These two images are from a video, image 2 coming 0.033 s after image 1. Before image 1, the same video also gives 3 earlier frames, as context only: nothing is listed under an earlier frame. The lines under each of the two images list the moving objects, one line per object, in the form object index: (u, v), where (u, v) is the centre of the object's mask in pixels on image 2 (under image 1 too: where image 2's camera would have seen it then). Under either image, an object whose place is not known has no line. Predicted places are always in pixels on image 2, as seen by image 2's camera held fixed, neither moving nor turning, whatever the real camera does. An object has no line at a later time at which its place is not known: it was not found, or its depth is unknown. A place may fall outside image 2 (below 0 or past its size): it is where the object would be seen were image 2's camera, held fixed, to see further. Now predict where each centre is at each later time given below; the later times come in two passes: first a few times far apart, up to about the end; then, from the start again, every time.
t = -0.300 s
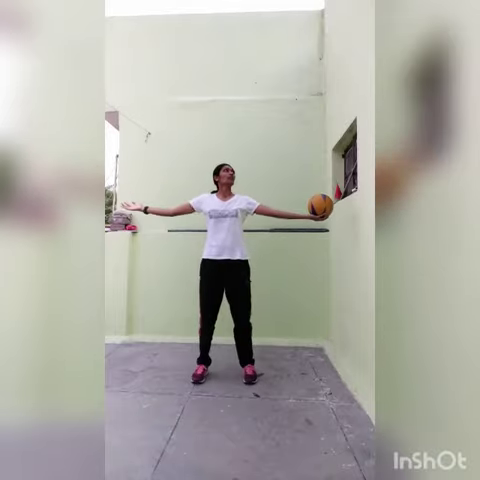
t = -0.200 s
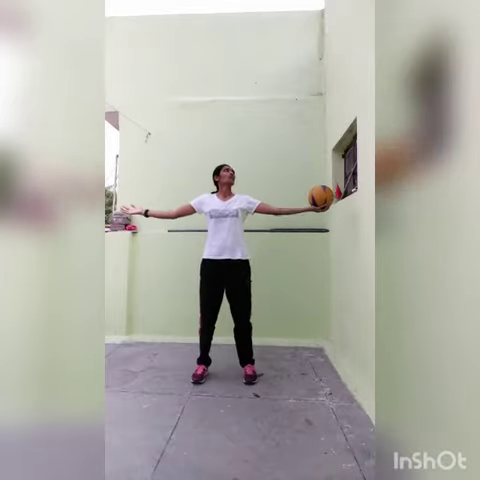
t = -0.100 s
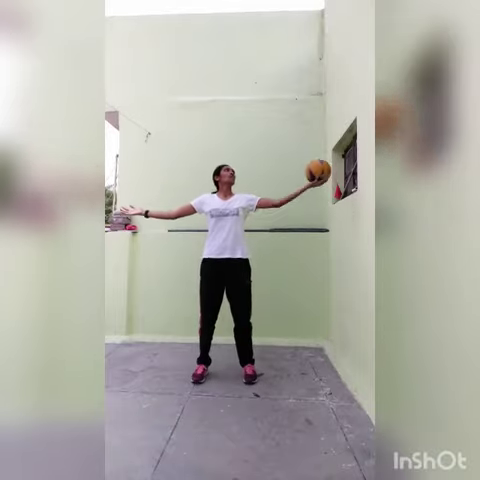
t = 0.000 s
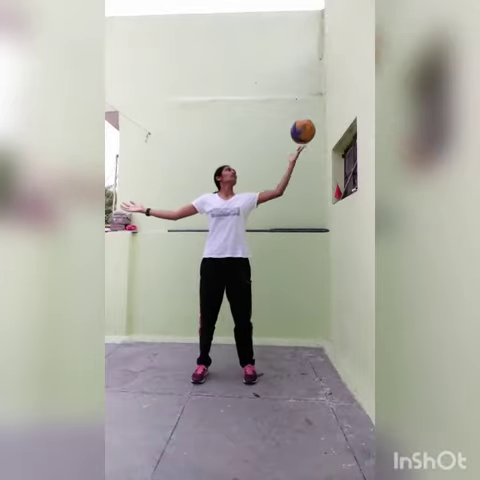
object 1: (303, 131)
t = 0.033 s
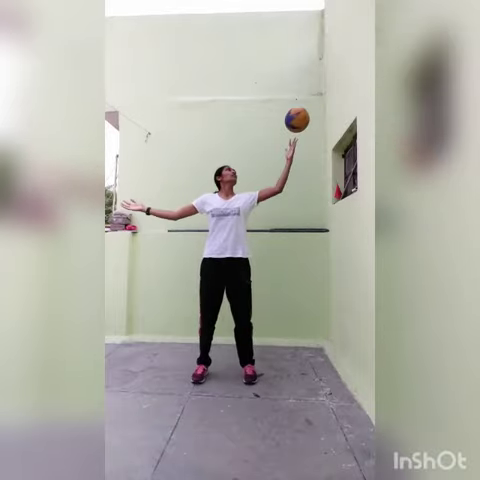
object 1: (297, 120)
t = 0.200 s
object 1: (267, 80)
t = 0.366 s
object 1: (238, 71)
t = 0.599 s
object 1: (197, 109)
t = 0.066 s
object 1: (291, 109)
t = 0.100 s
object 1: (285, 100)
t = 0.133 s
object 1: (279, 92)
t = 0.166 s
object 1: (274, 85)
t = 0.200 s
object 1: (267, 80)
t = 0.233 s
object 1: (262, 76)
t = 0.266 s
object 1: (256, 73)
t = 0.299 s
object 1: (250, 71)
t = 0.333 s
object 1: (244, 71)
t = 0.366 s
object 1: (238, 71)
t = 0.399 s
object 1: (233, 73)
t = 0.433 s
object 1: (227, 76)
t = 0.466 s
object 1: (221, 80)
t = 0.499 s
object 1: (215, 85)
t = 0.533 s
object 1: (209, 92)
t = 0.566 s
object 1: (203, 100)
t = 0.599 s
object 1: (197, 109)
